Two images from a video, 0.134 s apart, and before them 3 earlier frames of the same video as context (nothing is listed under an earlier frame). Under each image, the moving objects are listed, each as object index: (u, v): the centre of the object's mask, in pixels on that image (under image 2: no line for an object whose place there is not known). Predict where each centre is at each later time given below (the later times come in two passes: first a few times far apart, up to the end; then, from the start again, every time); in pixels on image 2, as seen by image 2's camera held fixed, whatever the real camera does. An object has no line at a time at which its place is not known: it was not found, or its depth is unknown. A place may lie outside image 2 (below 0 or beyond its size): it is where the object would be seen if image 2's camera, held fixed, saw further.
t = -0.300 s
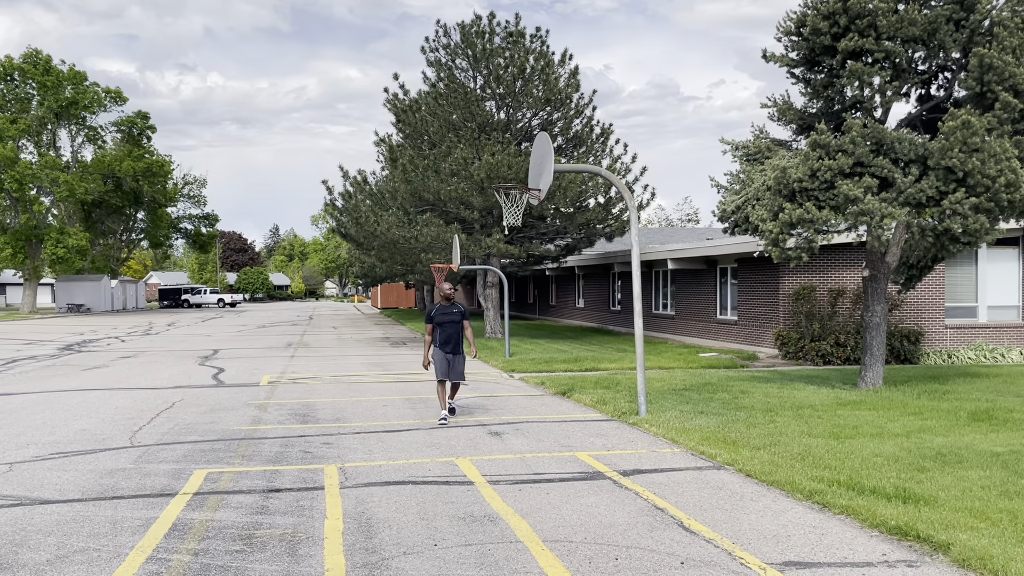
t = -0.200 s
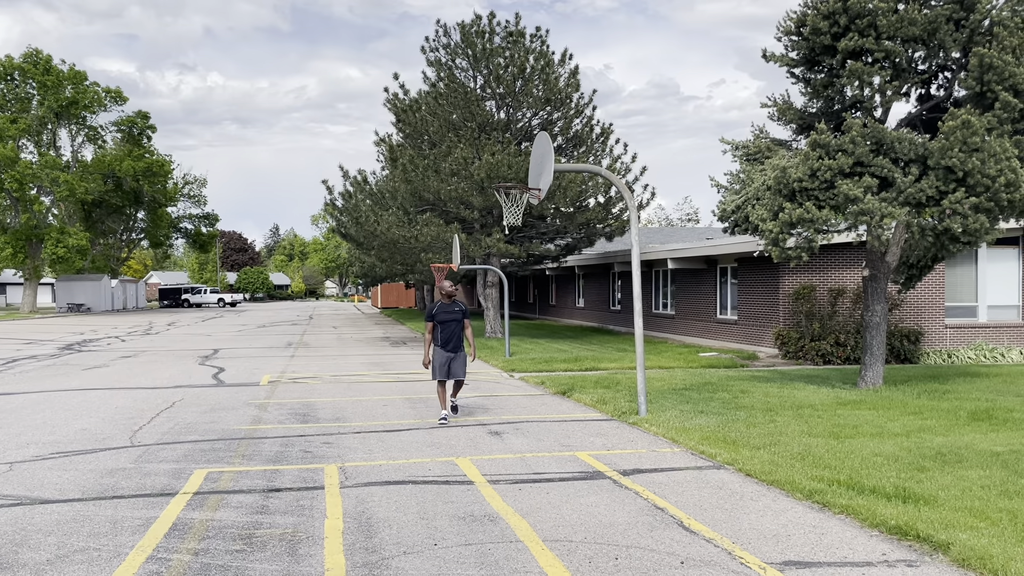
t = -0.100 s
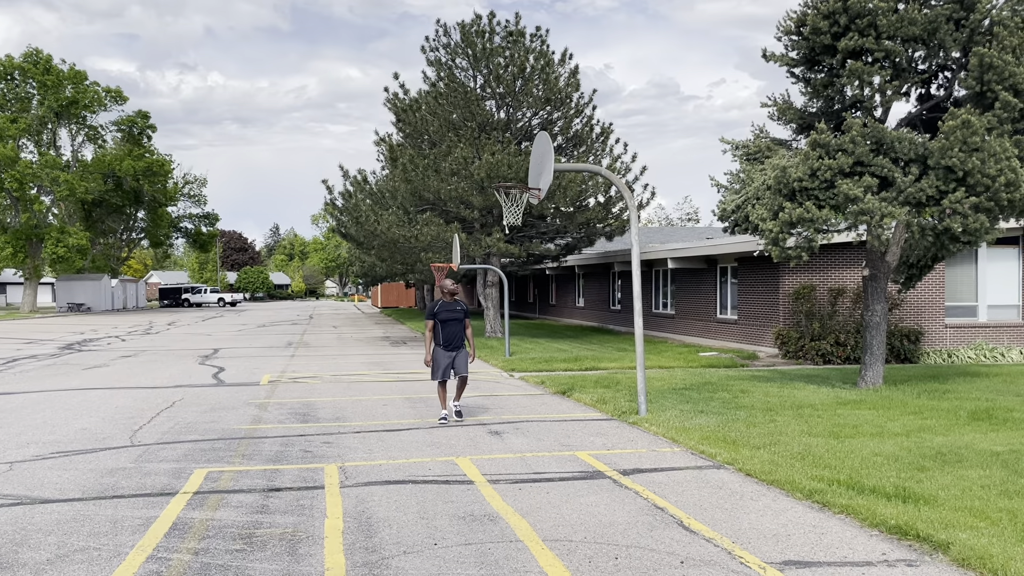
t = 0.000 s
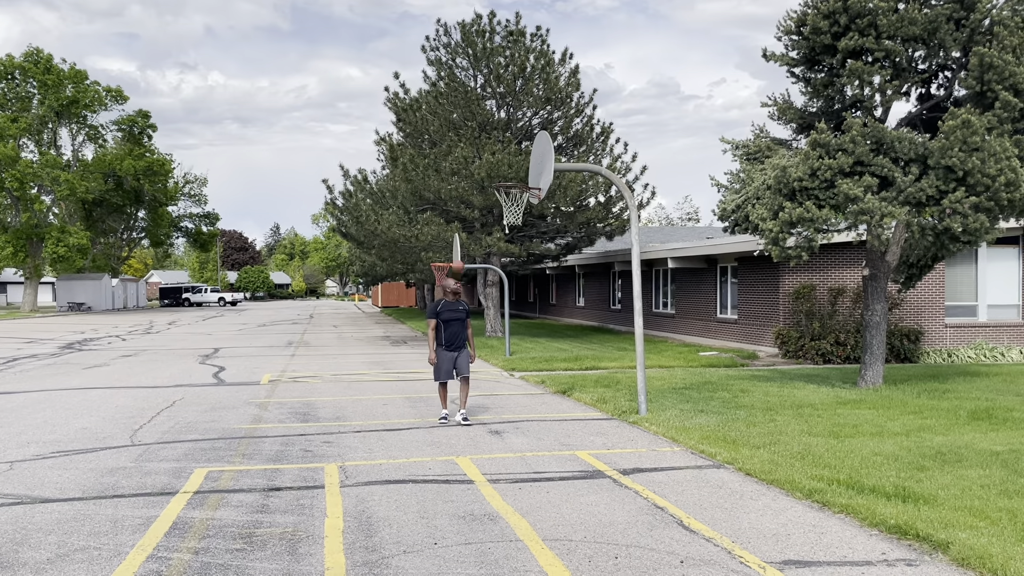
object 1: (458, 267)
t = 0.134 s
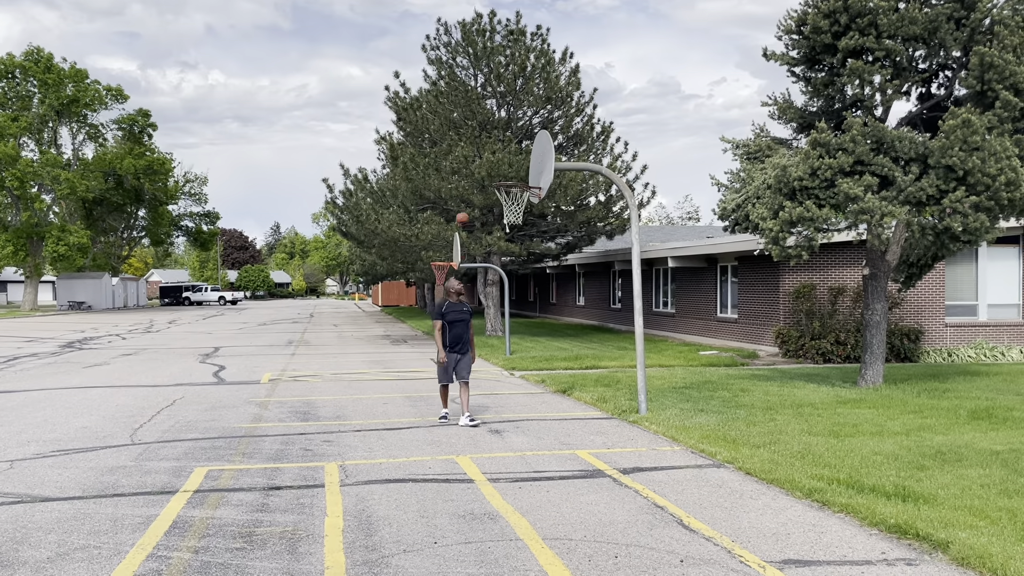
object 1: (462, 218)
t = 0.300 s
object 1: (468, 169)
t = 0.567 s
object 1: (479, 115)
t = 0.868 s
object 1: (495, 99)
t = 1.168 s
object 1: (514, 149)
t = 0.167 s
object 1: (463, 207)
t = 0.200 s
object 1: (464, 198)
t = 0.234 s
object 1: (466, 188)
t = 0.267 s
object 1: (467, 178)
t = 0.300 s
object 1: (468, 169)
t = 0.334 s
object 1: (469, 161)
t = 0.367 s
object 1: (470, 152)
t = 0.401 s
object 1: (472, 145)
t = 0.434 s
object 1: (474, 138)
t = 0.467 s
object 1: (475, 131)
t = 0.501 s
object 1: (476, 125)
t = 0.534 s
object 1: (478, 120)
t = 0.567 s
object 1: (479, 115)
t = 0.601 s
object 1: (480, 110)
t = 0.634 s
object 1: (482, 107)
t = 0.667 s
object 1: (484, 104)
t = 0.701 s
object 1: (486, 101)
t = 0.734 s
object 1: (487, 99)
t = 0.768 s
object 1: (490, 99)
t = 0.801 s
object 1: (491, 98)
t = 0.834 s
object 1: (493, 98)
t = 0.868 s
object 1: (495, 99)
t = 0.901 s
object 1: (497, 101)
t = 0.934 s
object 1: (498, 104)
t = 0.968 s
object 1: (501, 108)
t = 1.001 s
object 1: (503, 113)
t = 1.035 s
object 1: (505, 117)
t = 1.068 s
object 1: (508, 124)
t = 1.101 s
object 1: (509, 132)
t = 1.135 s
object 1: (512, 140)
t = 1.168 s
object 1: (514, 149)
